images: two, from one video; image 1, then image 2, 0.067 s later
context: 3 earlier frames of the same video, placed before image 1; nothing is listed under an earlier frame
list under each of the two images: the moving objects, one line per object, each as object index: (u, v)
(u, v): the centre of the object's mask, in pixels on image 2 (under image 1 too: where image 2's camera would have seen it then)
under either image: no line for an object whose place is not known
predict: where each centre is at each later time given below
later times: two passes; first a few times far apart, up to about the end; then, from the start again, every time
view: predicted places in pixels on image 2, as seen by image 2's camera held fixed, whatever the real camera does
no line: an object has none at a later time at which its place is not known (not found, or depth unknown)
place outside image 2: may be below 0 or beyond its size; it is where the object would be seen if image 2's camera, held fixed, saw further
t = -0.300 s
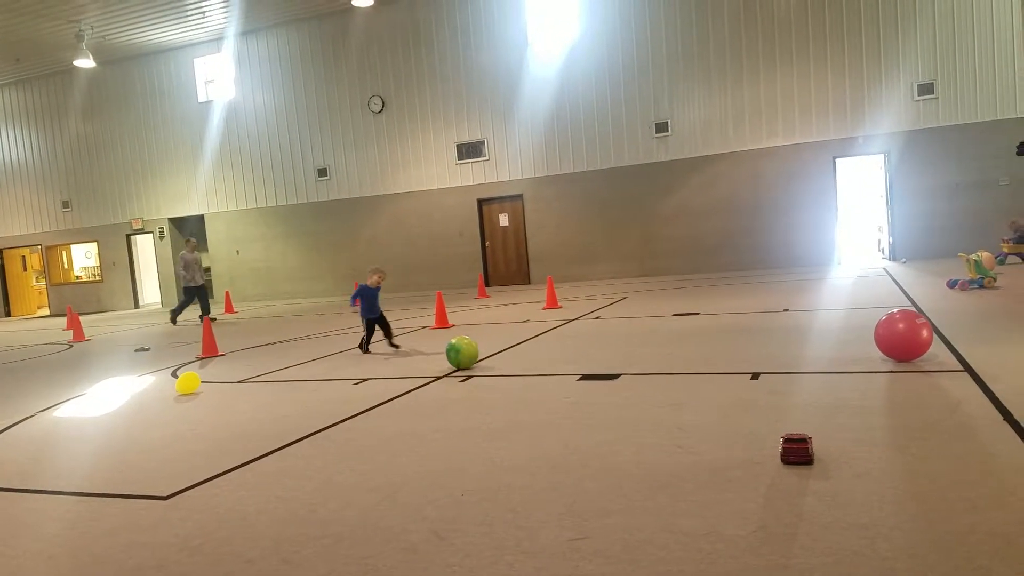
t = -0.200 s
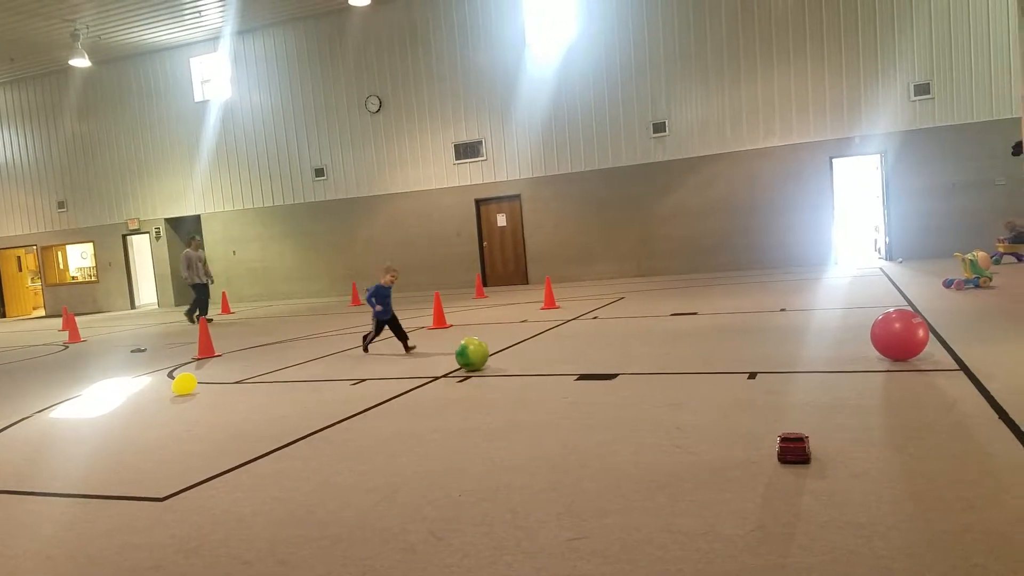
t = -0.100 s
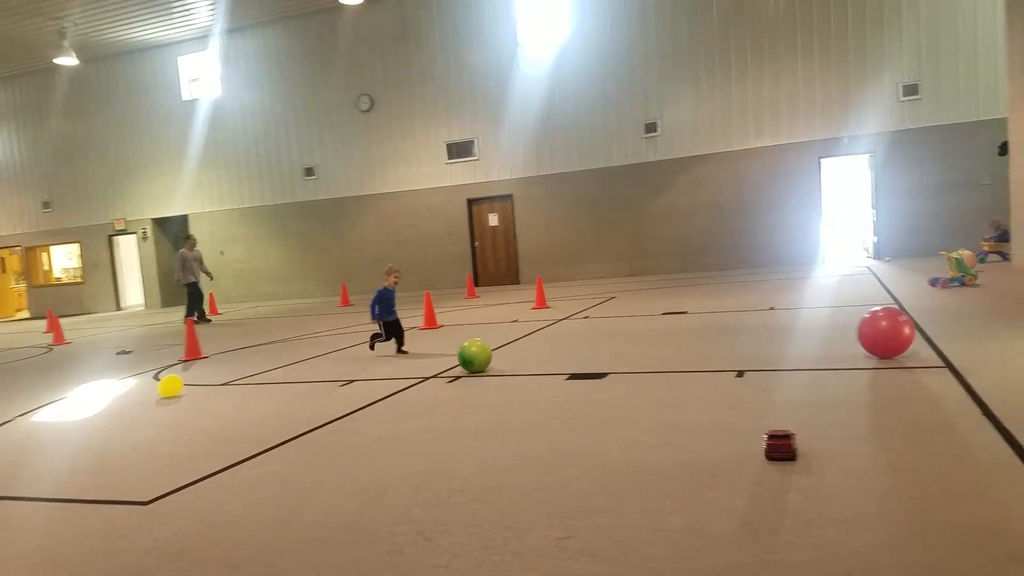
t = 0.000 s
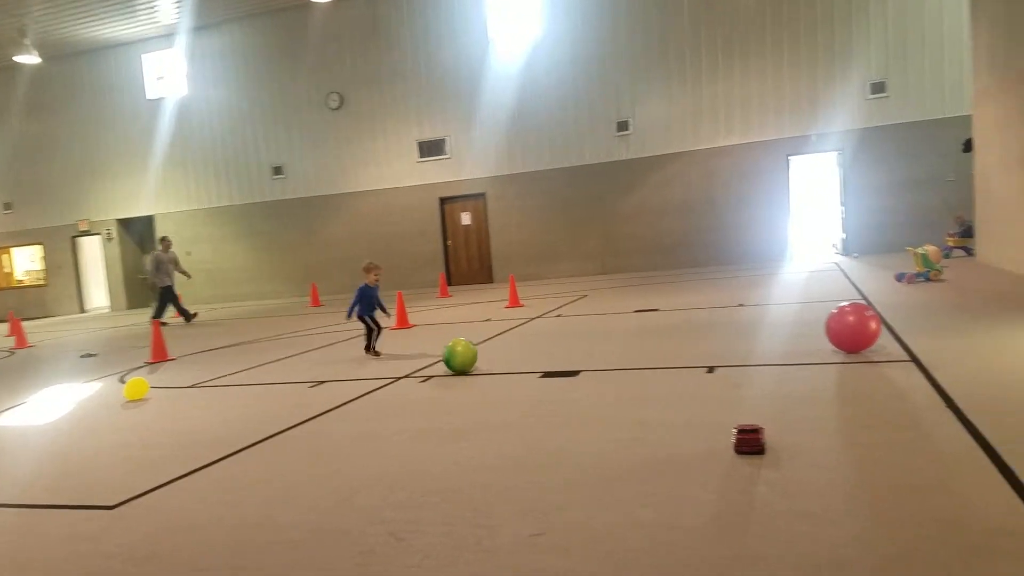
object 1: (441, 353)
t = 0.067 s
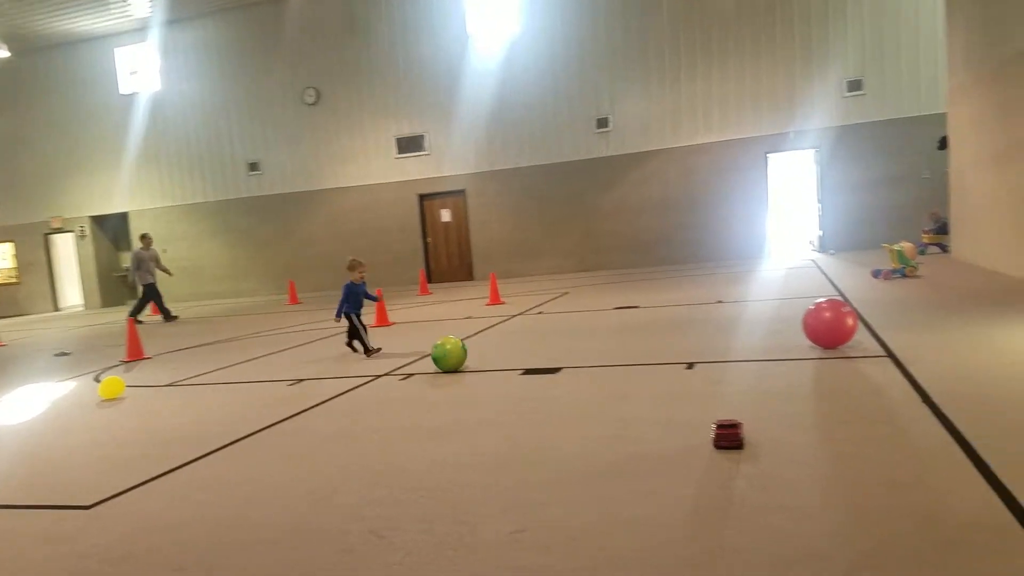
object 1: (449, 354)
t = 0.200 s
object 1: (467, 356)
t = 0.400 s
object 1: (495, 358)
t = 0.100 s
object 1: (453, 354)
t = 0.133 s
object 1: (458, 354)
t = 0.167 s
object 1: (463, 355)
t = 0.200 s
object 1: (467, 356)
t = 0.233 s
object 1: (472, 356)
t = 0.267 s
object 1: (477, 356)
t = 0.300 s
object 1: (482, 357)
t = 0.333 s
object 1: (486, 357)
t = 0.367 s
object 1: (490, 357)
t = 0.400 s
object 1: (495, 358)
